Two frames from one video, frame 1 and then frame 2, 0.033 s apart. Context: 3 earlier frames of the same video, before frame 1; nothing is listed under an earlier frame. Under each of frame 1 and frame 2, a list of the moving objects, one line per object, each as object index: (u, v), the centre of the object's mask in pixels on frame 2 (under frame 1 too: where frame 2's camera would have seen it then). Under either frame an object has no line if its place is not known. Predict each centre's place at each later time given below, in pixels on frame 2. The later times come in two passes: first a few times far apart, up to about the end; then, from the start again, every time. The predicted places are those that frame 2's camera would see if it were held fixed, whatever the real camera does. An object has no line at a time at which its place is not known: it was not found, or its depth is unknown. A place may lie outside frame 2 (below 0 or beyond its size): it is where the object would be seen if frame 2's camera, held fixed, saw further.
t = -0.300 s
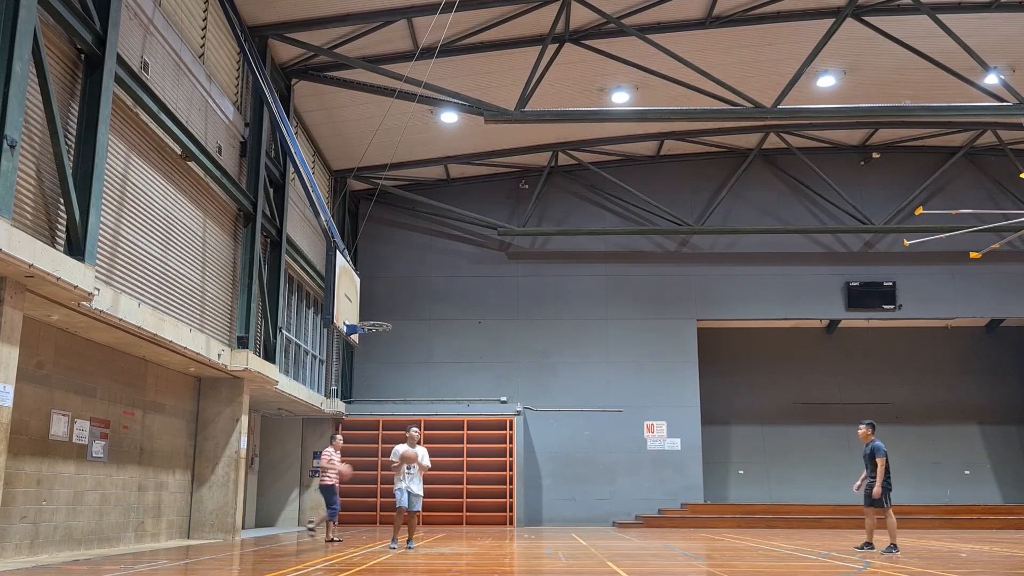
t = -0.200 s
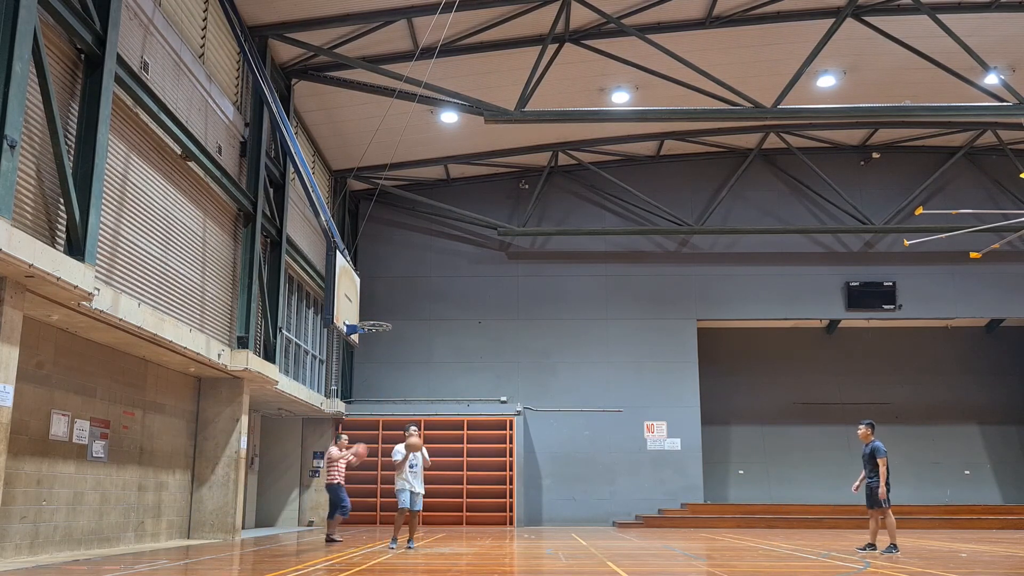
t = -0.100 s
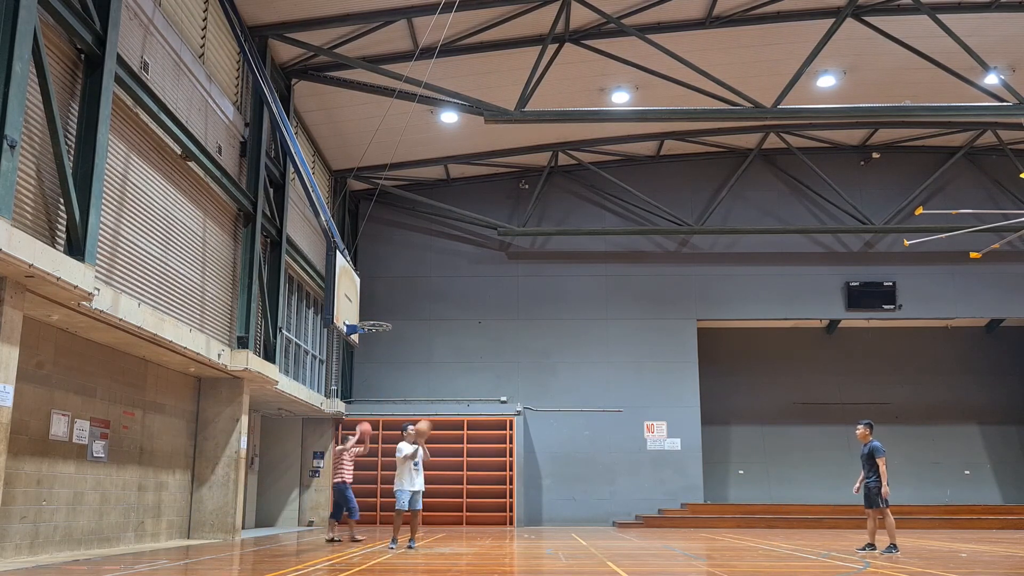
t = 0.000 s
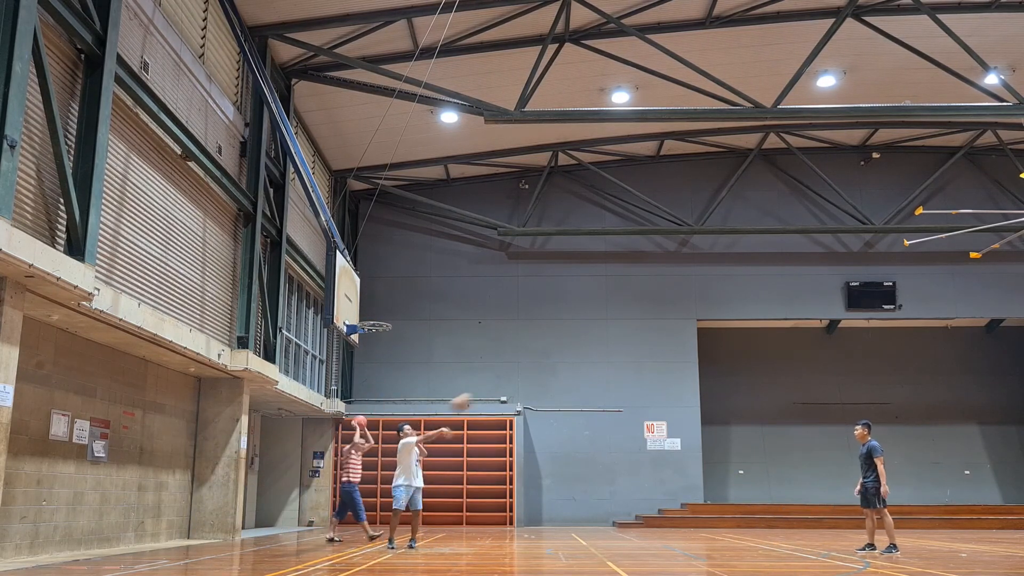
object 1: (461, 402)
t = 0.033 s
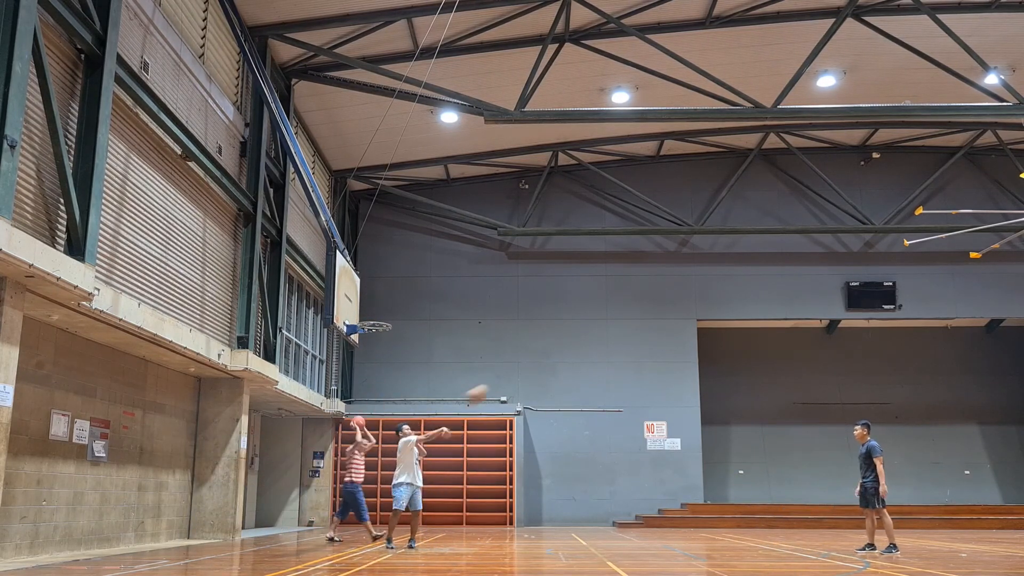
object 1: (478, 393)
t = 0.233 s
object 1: (574, 362)
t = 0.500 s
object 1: (704, 361)
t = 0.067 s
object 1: (493, 387)
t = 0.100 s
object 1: (508, 381)
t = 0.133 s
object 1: (525, 375)
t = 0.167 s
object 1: (541, 370)
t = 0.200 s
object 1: (557, 365)
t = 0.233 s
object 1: (574, 362)
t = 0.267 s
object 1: (590, 359)
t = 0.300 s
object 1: (605, 357)
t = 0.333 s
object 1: (622, 355)
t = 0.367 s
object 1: (638, 355)
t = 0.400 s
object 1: (654, 355)
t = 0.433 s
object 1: (670, 356)
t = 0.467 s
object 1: (687, 358)
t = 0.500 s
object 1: (704, 361)
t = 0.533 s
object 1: (720, 364)
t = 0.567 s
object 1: (736, 368)
